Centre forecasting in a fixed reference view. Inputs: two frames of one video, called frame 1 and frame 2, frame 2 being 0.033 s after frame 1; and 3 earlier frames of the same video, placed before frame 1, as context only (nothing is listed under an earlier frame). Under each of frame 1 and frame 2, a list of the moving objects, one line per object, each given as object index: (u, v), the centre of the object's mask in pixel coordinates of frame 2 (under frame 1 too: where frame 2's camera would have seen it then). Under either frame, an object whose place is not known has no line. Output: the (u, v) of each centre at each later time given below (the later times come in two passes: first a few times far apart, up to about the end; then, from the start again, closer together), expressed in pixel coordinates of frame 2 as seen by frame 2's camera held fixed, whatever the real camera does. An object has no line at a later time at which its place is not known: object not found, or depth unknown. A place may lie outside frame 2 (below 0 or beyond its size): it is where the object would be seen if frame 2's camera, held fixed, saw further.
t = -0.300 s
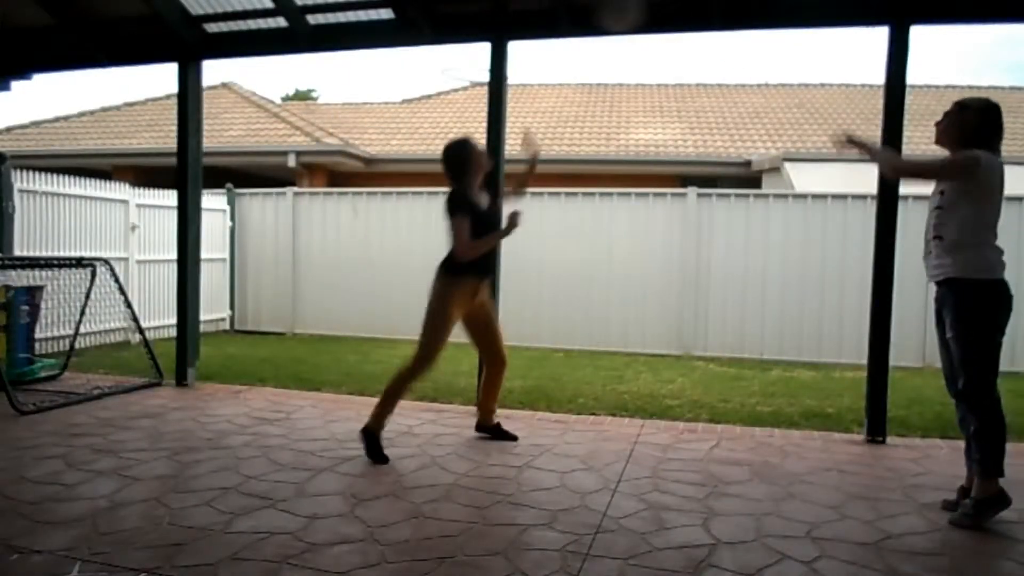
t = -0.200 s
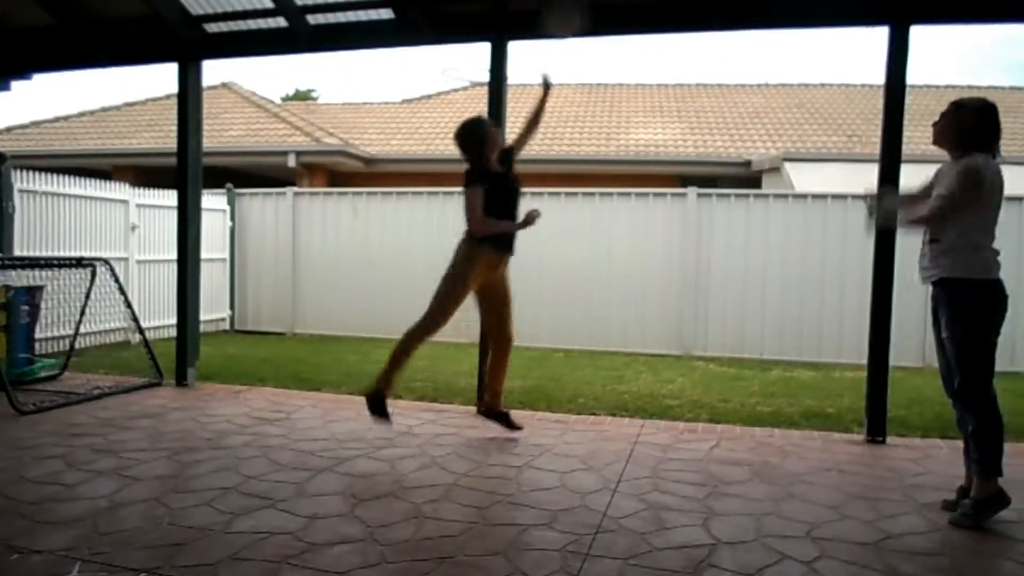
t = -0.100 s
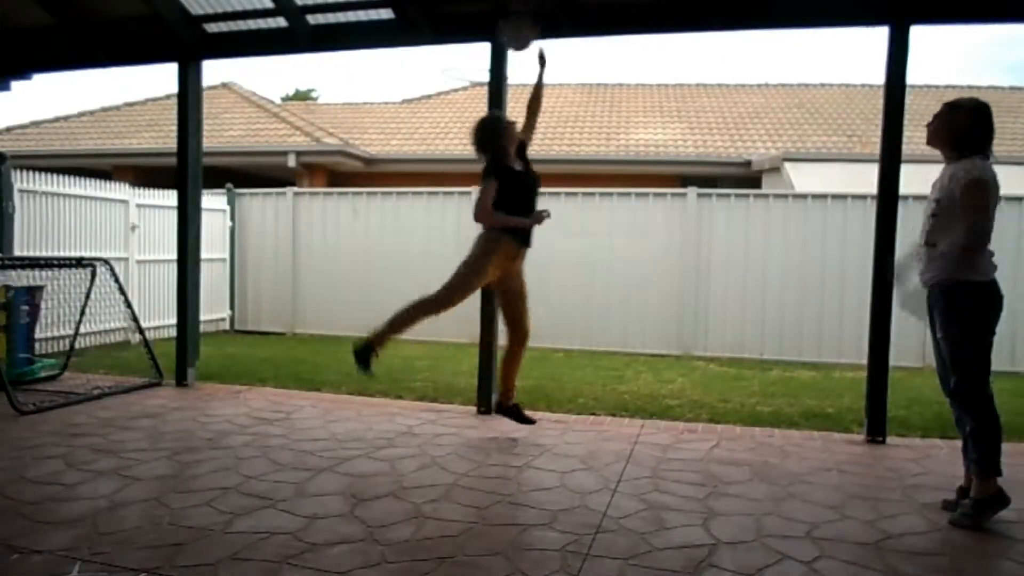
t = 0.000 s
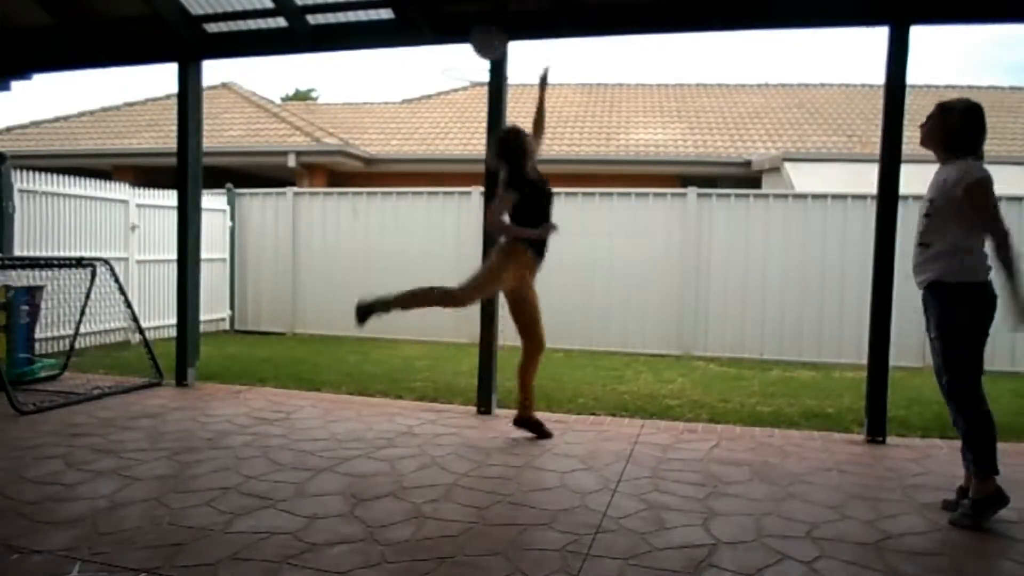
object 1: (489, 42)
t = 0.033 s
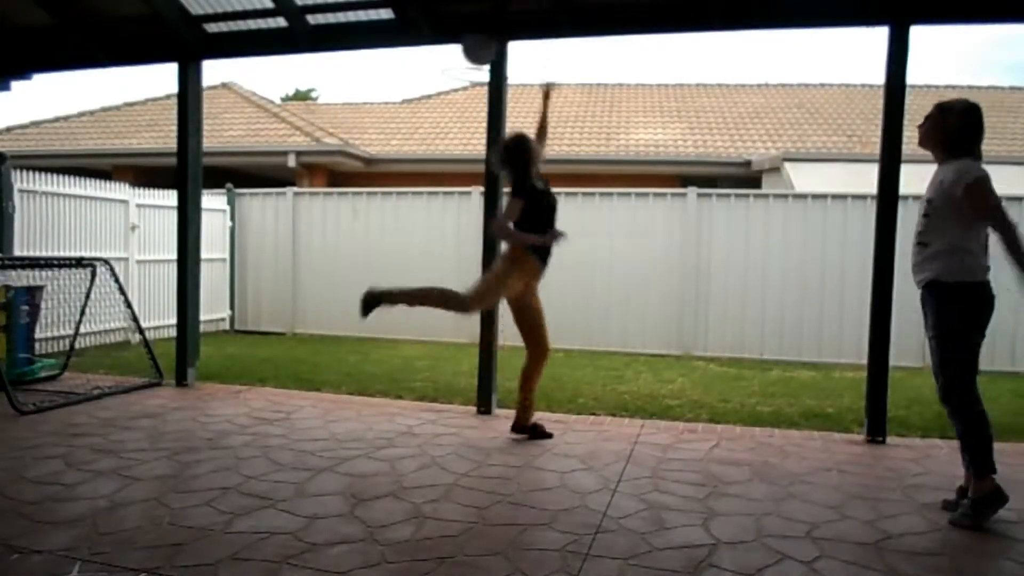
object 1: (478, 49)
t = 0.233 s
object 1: (426, 118)
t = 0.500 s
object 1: (364, 280)
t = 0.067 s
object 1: (467, 58)
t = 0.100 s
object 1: (459, 68)
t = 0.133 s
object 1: (450, 79)
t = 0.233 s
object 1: (426, 118)
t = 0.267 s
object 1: (418, 134)
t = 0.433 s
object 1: (378, 234)
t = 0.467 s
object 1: (372, 256)
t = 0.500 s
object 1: (364, 280)
